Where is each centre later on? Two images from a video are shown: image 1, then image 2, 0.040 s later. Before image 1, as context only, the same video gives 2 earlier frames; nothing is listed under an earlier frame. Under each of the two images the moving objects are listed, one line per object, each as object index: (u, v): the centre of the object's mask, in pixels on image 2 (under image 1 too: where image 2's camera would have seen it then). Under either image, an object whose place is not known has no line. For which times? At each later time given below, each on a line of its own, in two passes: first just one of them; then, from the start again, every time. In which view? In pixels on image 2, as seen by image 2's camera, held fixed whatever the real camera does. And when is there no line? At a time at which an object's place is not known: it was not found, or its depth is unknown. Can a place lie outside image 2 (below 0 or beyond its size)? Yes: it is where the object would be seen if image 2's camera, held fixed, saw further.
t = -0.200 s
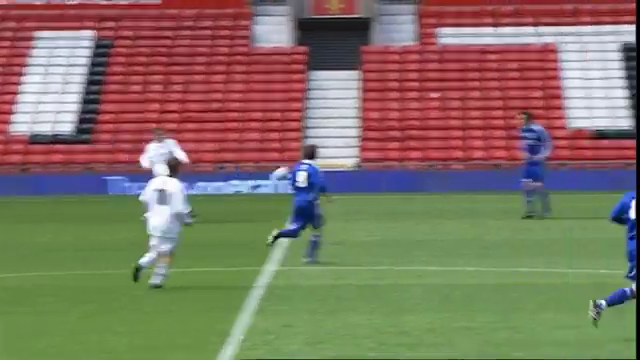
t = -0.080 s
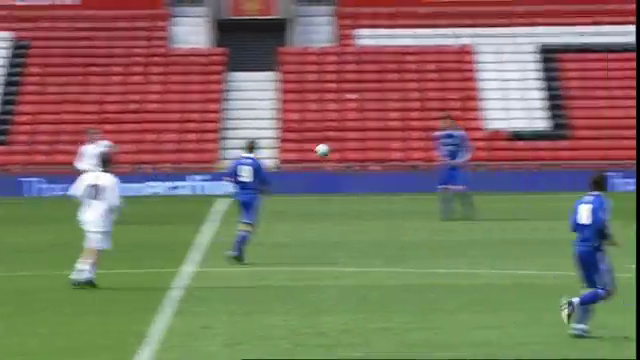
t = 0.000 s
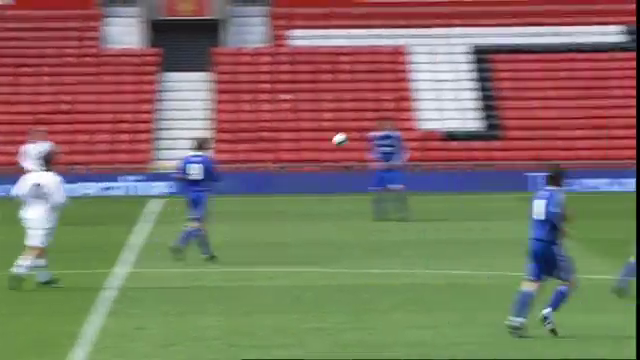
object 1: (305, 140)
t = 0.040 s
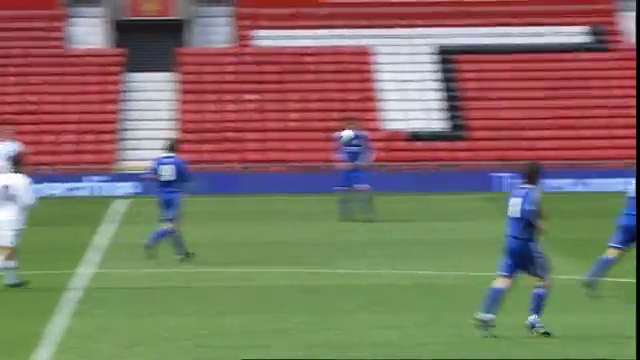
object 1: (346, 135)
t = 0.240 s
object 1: (568, 131)
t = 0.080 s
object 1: (390, 132)
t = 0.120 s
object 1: (435, 132)
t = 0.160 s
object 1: (478, 131)
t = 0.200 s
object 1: (523, 131)
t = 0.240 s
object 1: (568, 131)
